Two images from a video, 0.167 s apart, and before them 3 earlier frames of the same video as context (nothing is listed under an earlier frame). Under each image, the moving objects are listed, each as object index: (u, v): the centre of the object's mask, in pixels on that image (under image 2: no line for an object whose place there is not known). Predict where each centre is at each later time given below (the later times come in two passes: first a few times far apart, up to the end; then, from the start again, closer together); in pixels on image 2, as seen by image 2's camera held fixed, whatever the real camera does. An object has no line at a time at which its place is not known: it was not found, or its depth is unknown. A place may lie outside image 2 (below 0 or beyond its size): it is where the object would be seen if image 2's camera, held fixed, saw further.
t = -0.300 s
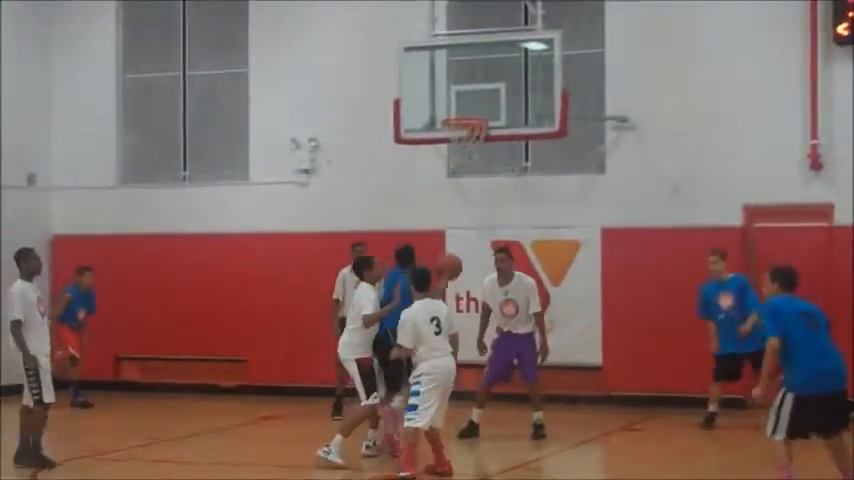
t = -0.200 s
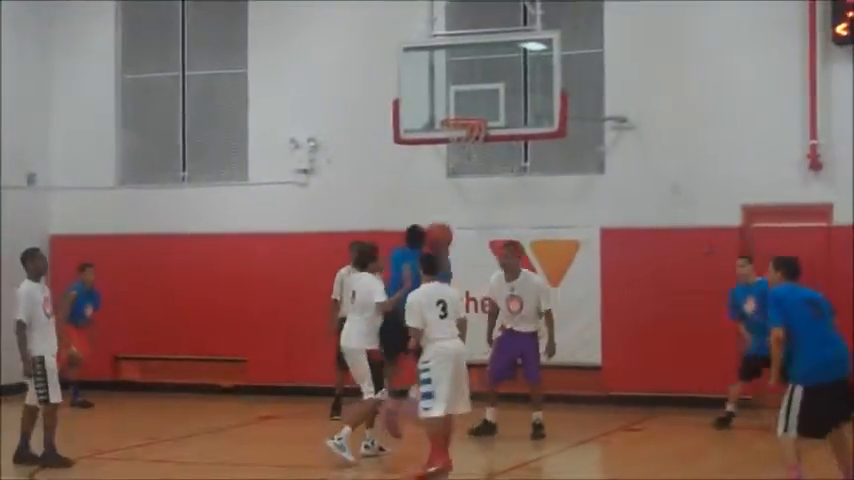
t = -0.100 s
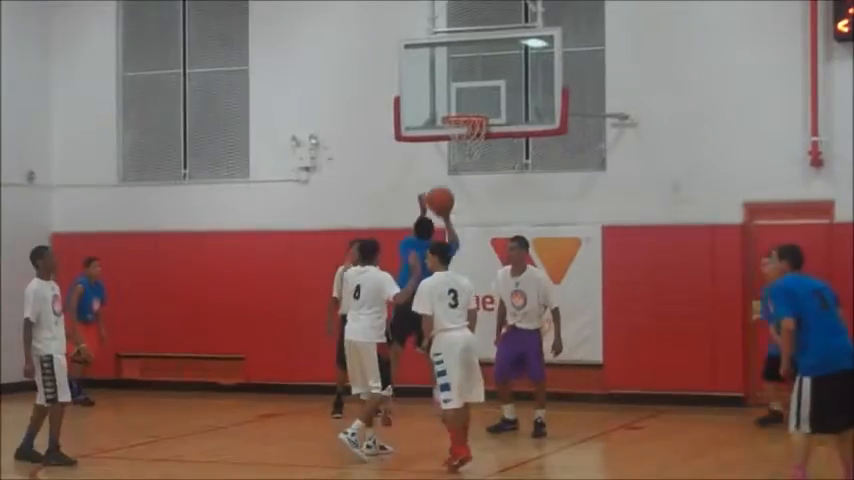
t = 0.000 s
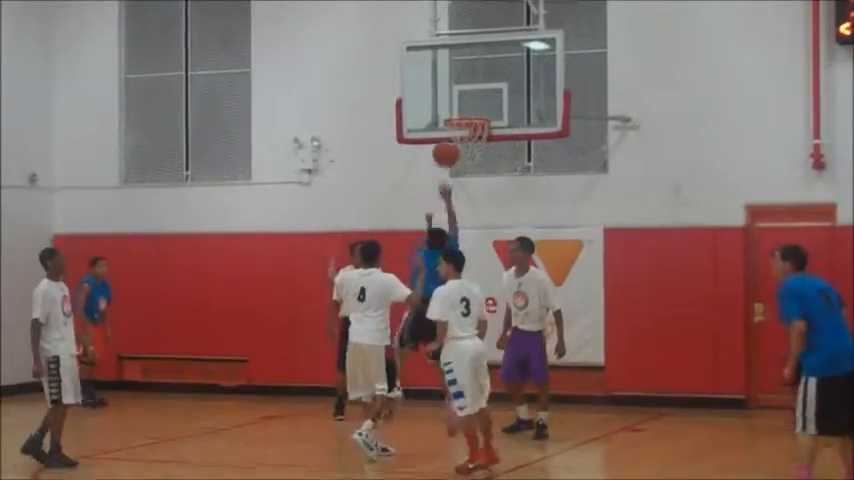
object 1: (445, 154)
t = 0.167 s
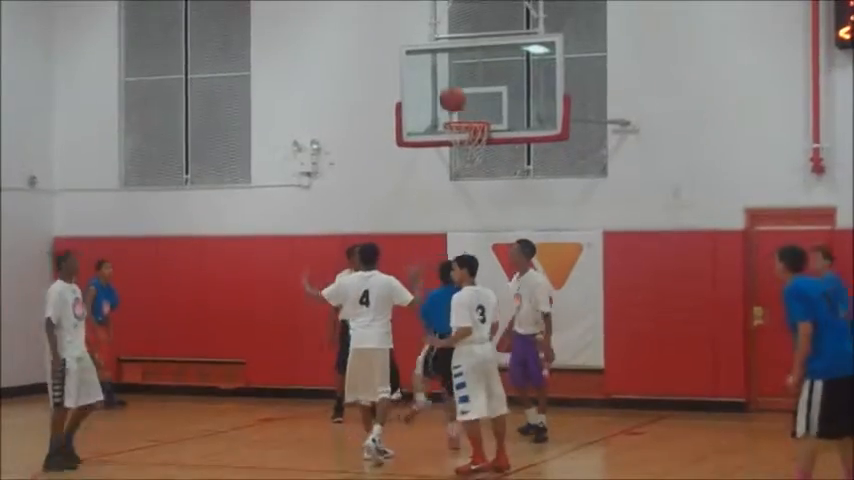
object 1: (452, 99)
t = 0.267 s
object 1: (455, 81)
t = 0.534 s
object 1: (464, 83)
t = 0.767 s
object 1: (465, 134)
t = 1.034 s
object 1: (456, 139)
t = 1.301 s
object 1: (468, 179)
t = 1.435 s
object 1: (477, 222)
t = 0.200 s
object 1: (453, 92)
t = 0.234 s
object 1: (454, 86)
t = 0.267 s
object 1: (455, 81)
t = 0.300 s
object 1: (456, 77)
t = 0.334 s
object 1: (457, 75)
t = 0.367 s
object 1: (459, 74)
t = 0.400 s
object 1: (459, 74)
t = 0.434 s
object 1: (460, 74)
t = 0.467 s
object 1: (460, 75)
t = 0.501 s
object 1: (463, 80)
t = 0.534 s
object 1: (464, 83)
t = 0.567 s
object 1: (465, 89)
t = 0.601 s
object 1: (467, 93)
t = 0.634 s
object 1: (468, 101)
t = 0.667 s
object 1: (468, 109)
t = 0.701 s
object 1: (471, 119)
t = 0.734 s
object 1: (472, 124)
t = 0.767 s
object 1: (465, 134)
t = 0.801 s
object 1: (461, 135)
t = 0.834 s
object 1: (455, 140)
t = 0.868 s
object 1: (453, 141)
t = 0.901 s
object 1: (451, 138)
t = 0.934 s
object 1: (456, 136)
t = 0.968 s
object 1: (456, 135)
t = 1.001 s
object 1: (456, 137)
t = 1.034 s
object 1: (456, 139)
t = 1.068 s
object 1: (457, 141)
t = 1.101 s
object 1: (458, 144)
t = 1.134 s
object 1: (459, 148)
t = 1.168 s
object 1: (460, 153)
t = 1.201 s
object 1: (462, 158)
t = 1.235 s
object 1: (465, 165)
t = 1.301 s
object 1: (468, 179)
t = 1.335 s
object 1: (471, 189)
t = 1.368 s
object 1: (473, 198)
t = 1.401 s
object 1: (475, 209)
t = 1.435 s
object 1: (477, 222)
